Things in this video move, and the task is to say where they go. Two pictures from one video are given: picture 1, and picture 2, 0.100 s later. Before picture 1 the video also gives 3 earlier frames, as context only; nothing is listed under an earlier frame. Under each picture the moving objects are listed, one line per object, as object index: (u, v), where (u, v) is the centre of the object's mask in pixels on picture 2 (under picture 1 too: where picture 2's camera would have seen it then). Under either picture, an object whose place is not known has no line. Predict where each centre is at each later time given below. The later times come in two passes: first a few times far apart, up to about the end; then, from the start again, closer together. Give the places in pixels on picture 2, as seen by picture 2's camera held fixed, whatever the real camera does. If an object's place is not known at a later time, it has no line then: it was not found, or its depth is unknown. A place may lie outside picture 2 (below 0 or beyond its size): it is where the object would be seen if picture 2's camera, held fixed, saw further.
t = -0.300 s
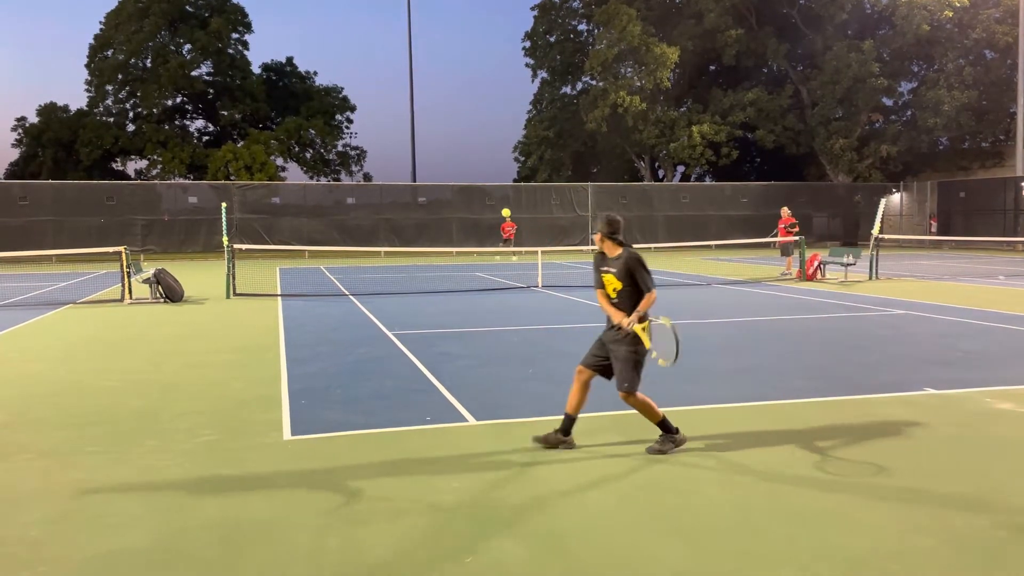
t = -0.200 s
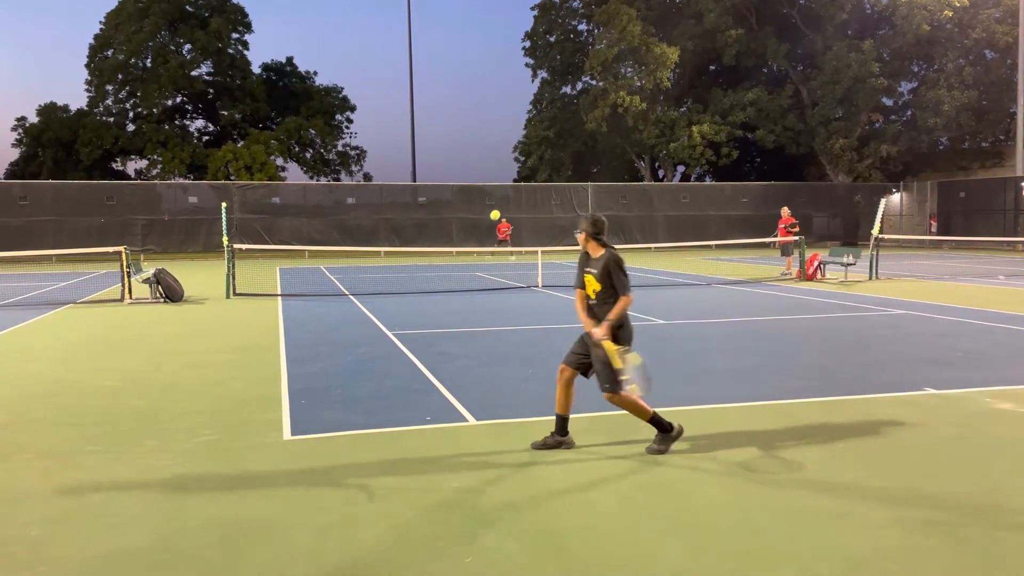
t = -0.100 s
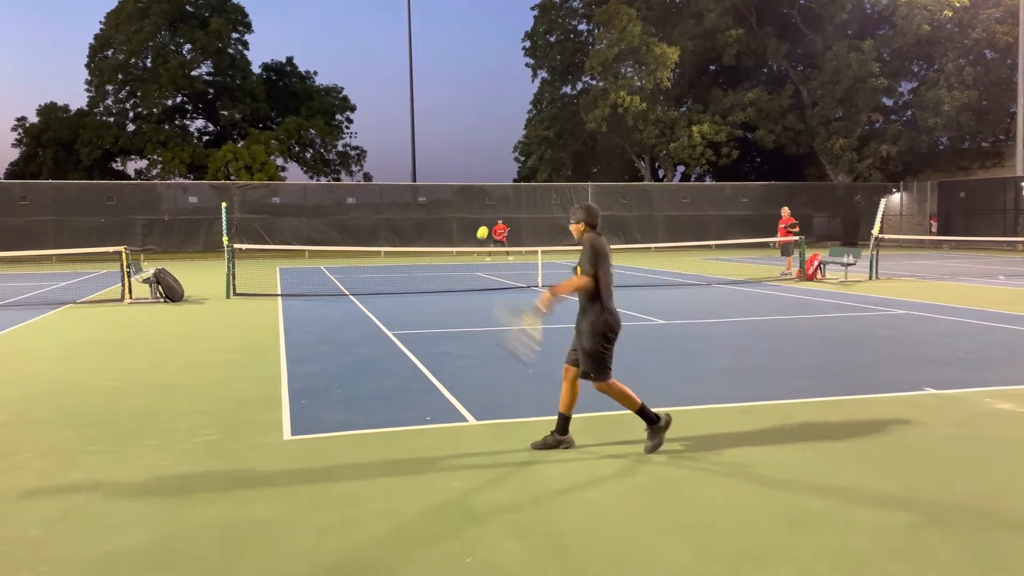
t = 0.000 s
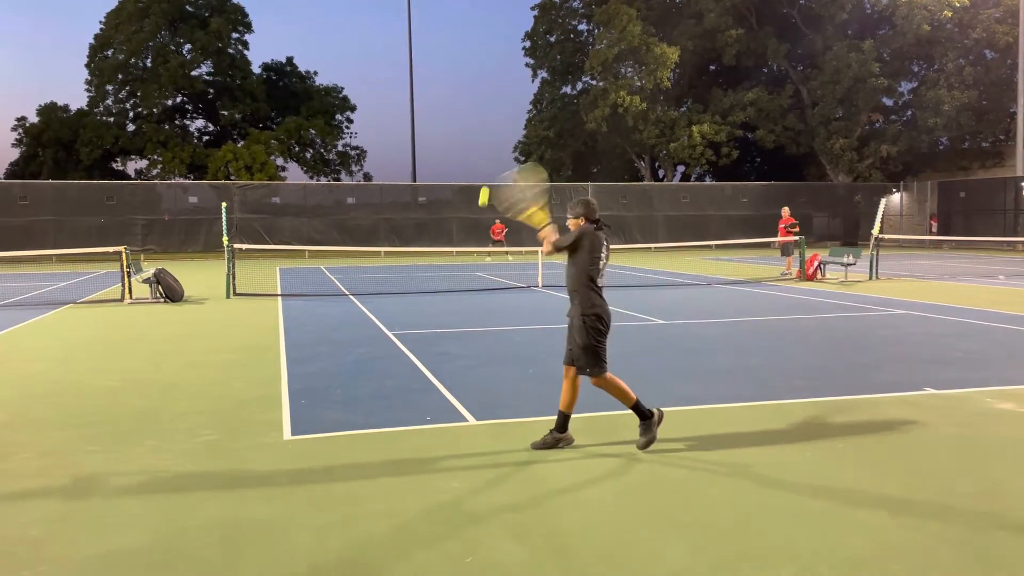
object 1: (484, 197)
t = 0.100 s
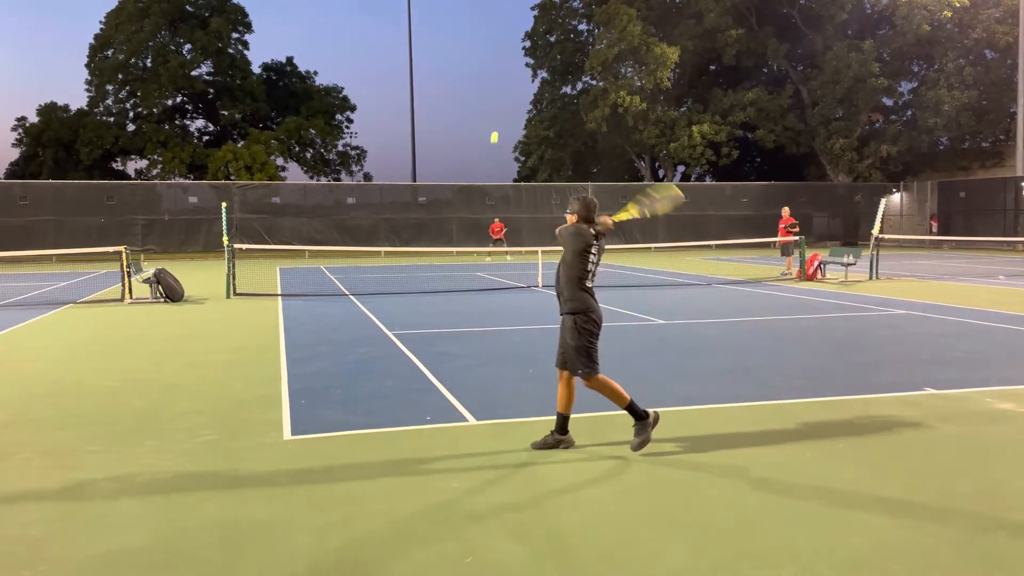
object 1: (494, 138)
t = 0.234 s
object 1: (500, 106)
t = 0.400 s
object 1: (504, 99)
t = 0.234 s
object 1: (500, 106)
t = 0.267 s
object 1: (501, 103)
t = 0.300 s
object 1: (502, 100)
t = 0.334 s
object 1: (503, 99)
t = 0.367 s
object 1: (503, 99)
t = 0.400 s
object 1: (504, 99)
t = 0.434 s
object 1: (504, 100)
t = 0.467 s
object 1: (504, 102)
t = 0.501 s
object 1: (505, 104)
